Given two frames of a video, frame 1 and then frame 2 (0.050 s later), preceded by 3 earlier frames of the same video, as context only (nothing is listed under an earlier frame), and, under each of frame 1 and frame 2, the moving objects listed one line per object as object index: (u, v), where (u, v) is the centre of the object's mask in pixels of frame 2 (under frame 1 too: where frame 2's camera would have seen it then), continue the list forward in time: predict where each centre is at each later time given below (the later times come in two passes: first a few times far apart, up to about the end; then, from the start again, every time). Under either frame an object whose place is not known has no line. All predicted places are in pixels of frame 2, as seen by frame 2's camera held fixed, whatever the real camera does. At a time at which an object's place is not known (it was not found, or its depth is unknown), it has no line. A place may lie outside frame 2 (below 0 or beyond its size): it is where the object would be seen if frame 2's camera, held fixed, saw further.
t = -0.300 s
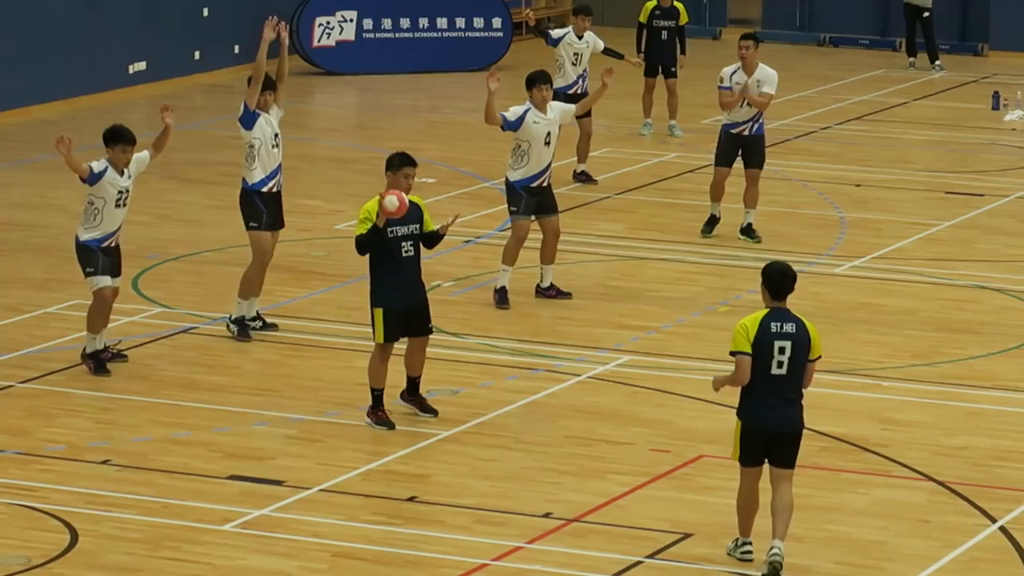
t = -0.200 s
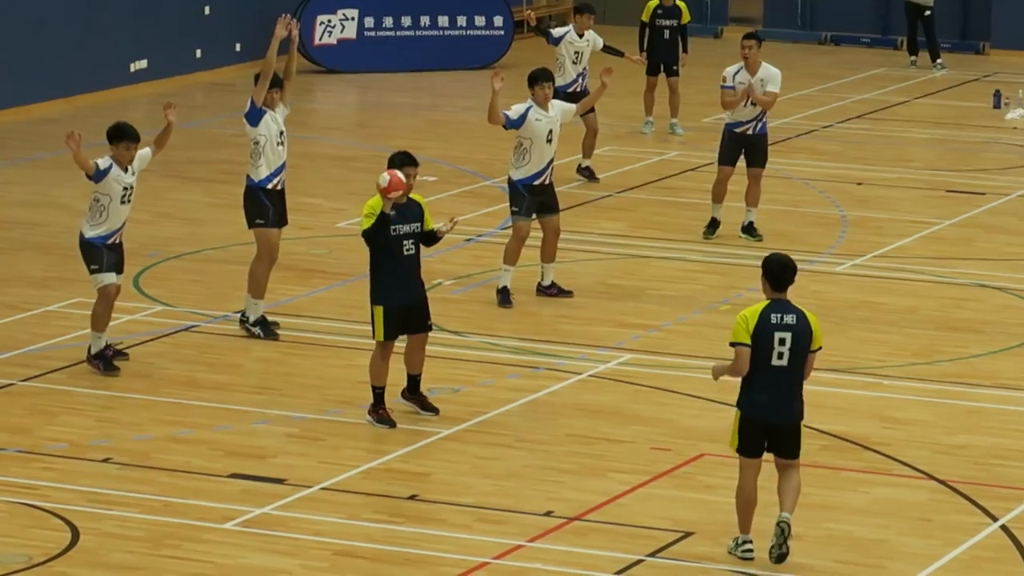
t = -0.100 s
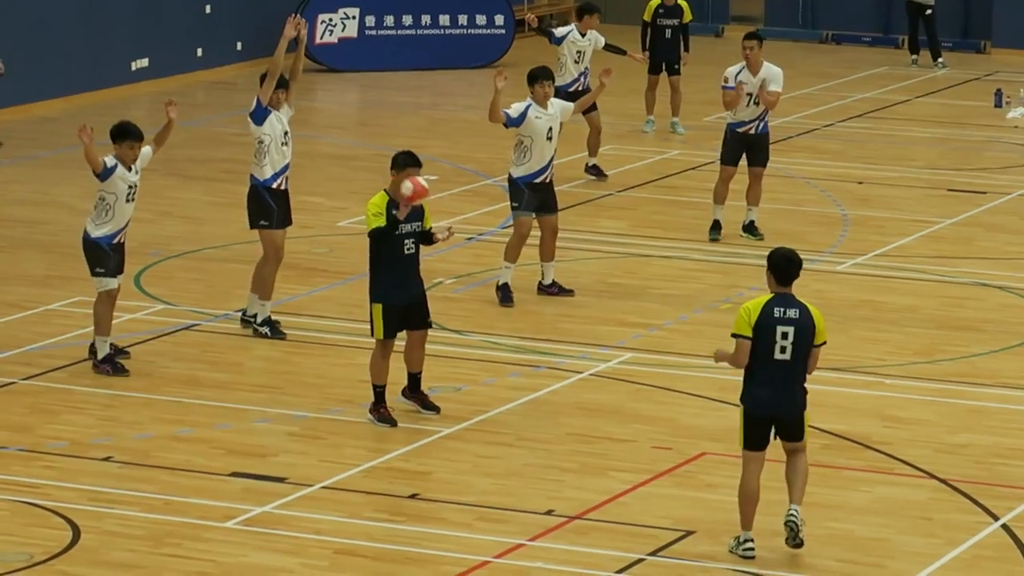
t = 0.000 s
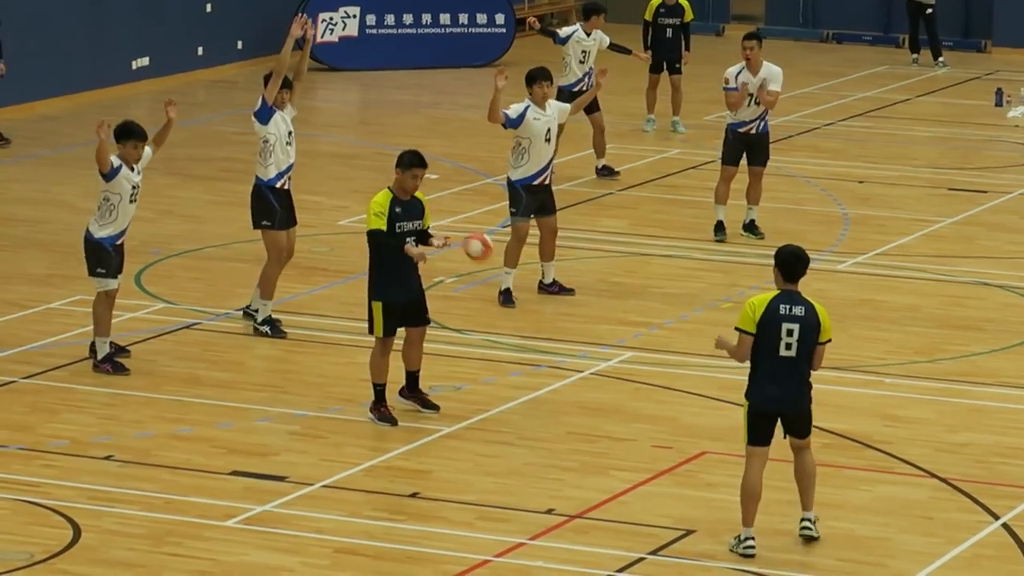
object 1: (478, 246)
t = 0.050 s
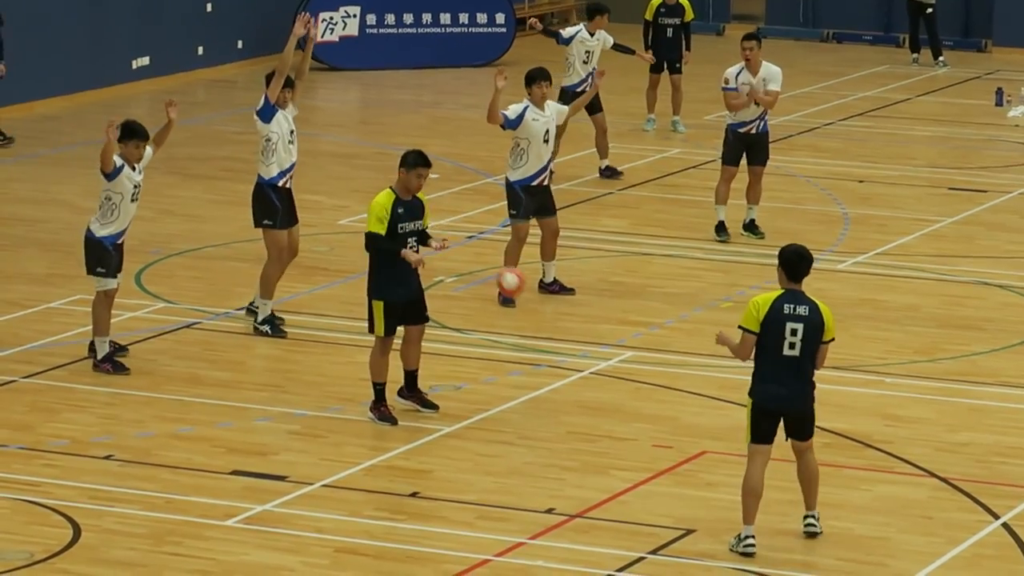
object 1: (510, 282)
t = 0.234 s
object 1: (632, 450)
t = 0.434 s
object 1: (692, 371)
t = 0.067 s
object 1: (521, 296)
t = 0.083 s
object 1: (532, 308)
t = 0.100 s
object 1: (543, 322)
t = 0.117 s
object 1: (554, 336)
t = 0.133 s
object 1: (565, 351)
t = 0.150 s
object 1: (576, 366)
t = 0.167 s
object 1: (587, 384)
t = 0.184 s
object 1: (599, 399)
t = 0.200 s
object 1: (610, 416)
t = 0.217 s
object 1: (621, 432)
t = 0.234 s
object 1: (632, 450)
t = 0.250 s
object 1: (642, 465)
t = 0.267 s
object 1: (647, 456)
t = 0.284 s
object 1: (651, 446)
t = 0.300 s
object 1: (655, 435)
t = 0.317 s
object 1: (660, 425)
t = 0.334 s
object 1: (666, 416)
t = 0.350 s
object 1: (671, 408)
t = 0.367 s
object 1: (676, 400)
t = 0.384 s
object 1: (679, 391)
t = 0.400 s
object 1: (685, 385)
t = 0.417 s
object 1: (689, 378)
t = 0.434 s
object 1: (692, 371)
